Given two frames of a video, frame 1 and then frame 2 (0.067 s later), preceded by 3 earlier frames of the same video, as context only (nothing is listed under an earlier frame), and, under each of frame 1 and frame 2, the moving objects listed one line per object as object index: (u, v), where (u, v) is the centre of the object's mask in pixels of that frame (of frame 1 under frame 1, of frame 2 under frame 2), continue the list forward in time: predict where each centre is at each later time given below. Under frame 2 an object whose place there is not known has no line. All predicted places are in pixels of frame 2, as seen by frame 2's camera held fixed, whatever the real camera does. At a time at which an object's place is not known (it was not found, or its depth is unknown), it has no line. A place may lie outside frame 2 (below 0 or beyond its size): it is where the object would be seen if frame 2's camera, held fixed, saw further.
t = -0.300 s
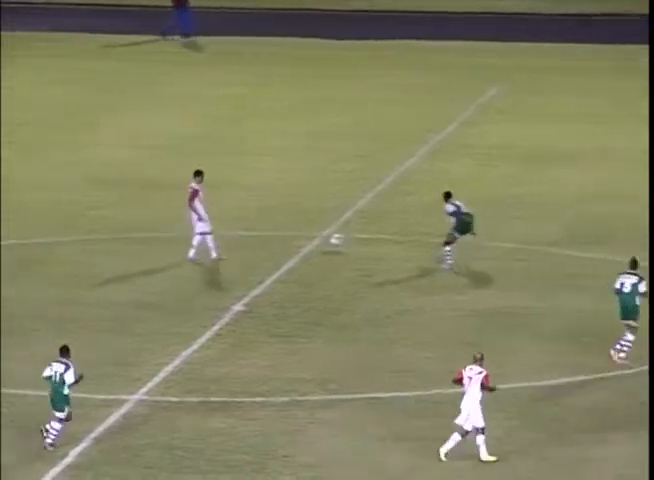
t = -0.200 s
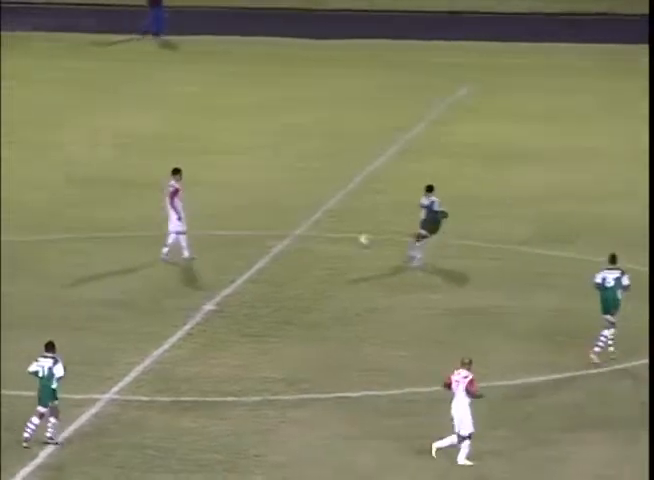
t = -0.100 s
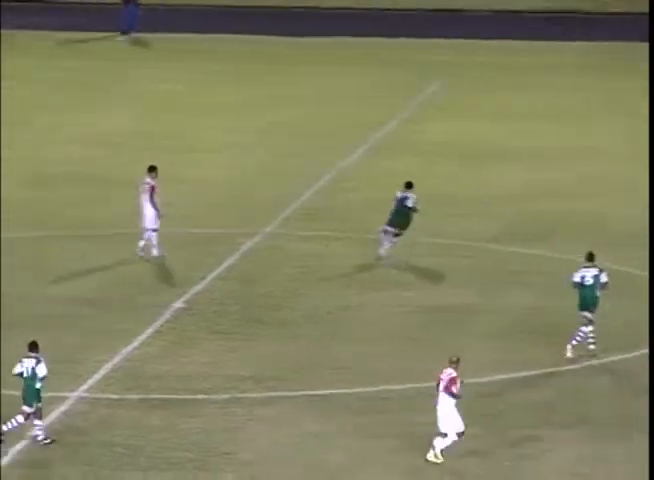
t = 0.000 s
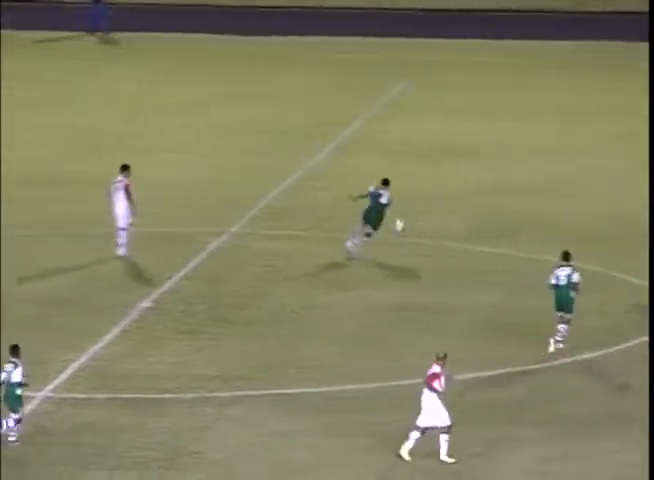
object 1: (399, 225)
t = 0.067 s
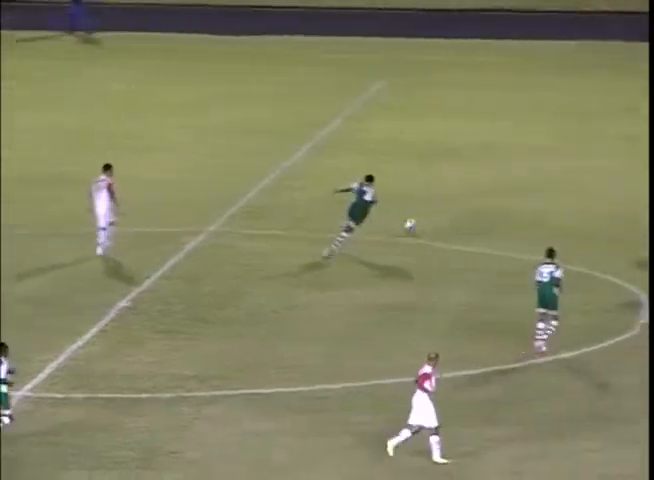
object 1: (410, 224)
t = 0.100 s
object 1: (421, 225)
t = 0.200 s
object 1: (455, 217)
